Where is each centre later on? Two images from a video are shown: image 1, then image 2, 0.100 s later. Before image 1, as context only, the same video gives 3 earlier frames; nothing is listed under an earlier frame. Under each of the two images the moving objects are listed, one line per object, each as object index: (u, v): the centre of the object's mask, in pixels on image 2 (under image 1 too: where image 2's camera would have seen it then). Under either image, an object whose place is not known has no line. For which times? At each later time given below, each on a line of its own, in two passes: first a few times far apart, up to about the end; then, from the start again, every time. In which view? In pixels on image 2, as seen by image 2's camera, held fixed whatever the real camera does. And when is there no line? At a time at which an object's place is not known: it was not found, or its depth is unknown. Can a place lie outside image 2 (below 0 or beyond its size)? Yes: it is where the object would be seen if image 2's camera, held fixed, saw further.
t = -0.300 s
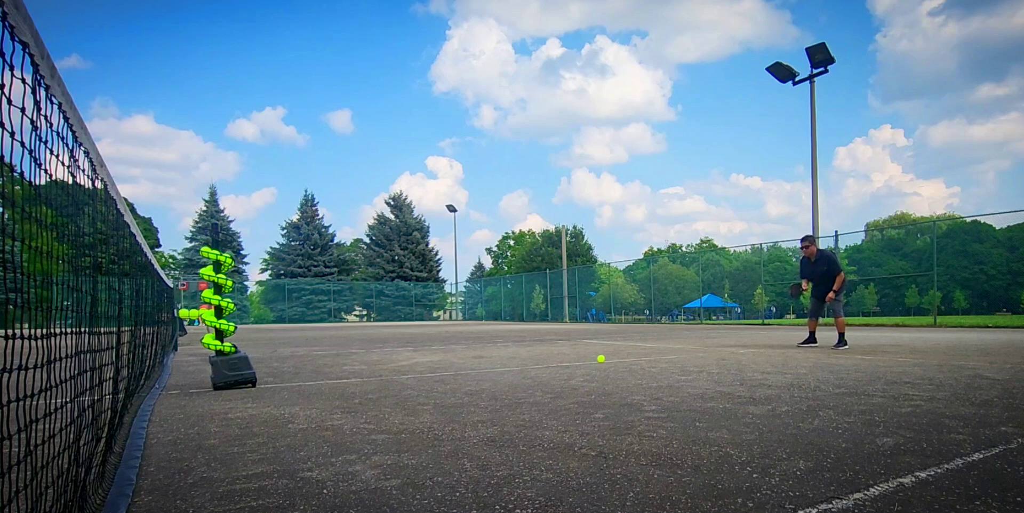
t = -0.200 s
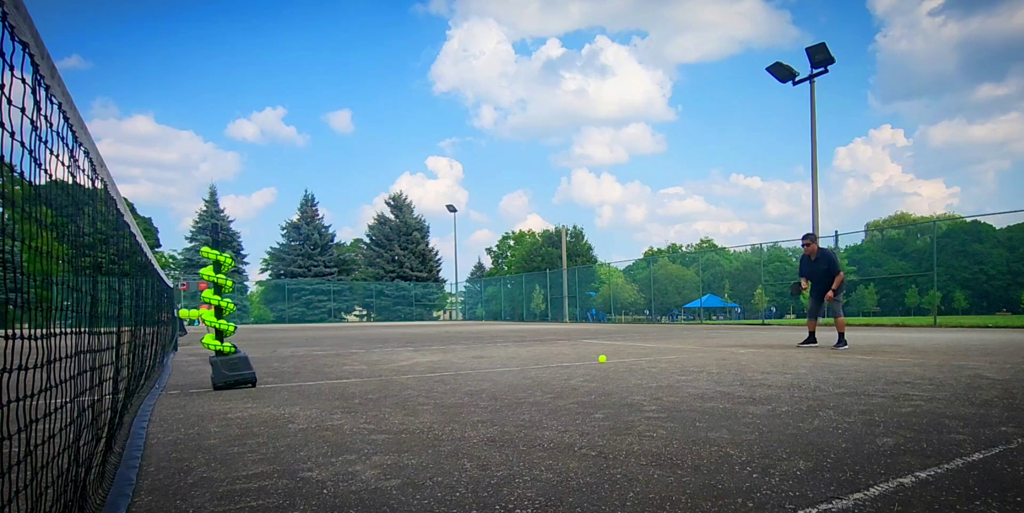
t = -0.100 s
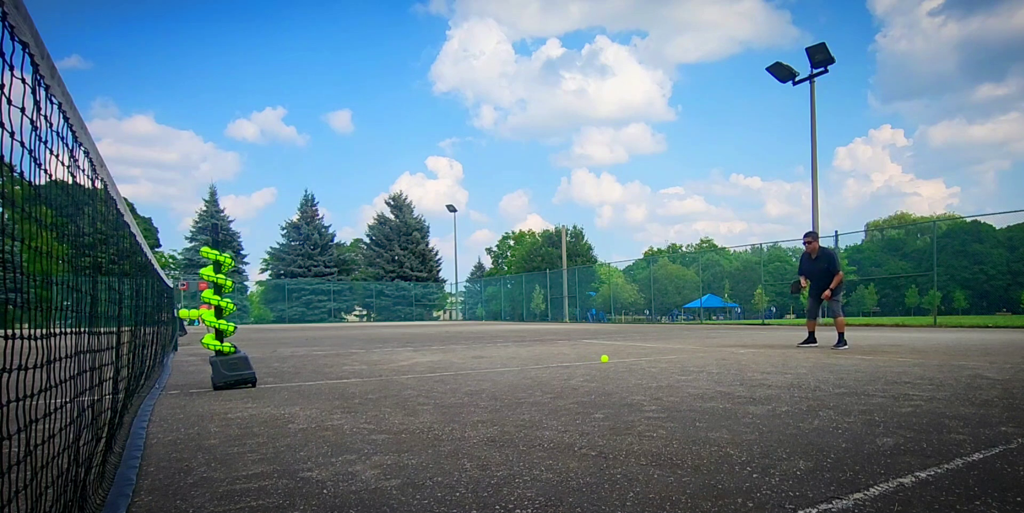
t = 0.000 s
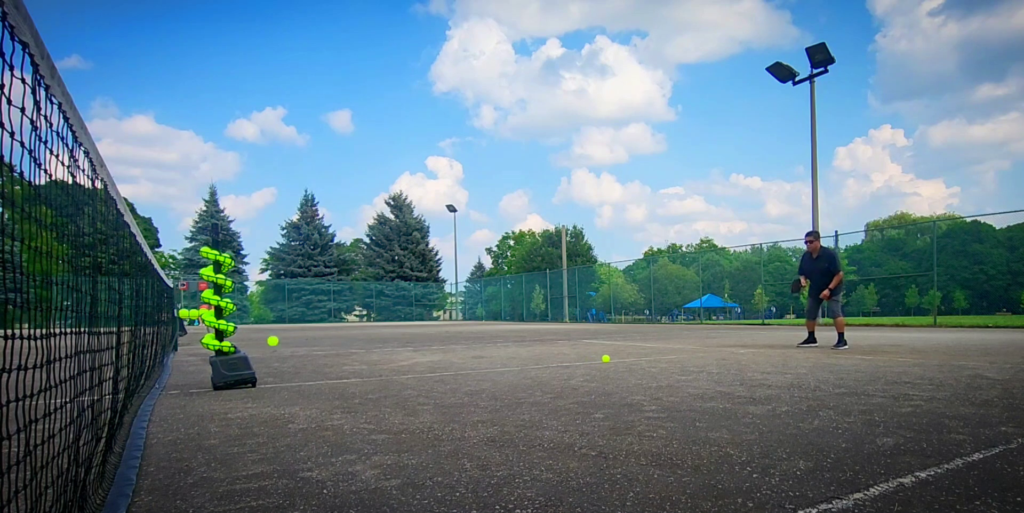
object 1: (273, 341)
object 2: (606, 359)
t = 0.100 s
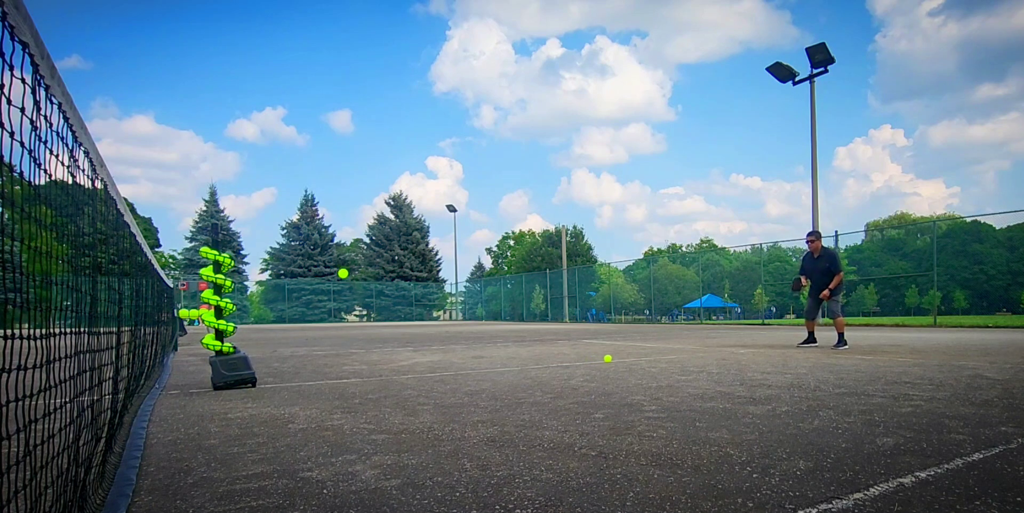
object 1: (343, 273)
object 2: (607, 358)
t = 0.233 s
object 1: (424, 215)
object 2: (609, 358)
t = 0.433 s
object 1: (527, 177)
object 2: (614, 358)
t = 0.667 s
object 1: (624, 191)
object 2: (618, 358)
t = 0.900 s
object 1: (701, 249)
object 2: (621, 358)
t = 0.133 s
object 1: (364, 256)
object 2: (608, 359)
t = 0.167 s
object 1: (385, 240)
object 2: (609, 359)
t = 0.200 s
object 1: (405, 226)
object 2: (609, 359)
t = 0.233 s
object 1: (424, 215)
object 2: (609, 358)
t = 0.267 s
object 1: (443, 204)
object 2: (610, 358)
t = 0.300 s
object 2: (611, 358)
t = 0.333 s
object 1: (479, 189)
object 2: (611, 358)
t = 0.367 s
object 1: (495, 184)
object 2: (612, 358)
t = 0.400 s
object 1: (512, 180)
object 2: (612, 358)
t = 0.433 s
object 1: (527, 177)
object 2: (614, 358)
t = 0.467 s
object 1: (543, 176)
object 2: (614, 358)
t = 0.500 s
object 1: (557, 176)
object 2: (615, 358)
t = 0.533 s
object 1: (571, 177)
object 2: (615, 358)
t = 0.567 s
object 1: (585, 179)
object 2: (616, 358)
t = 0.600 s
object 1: (598, 182)
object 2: (616, 358)
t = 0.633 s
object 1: (611, 186)
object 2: (617, 358)
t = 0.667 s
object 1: (624, 191)
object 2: (618, 358)
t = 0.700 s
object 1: (636, 197)
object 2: (619, 358)
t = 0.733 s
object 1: (648, 204)
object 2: (619, 358)
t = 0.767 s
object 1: (659, 211)
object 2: (619, 358)
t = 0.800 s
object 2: (620, 358)
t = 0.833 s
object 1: (680, 229)
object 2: (620, 358)
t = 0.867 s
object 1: (691, 239)
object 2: (621, 358)
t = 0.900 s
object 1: (701, 249)
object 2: (621, 358)
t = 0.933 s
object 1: (710, 260)
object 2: (622, 358)
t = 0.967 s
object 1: (720, 272)
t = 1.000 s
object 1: (729, 284)
